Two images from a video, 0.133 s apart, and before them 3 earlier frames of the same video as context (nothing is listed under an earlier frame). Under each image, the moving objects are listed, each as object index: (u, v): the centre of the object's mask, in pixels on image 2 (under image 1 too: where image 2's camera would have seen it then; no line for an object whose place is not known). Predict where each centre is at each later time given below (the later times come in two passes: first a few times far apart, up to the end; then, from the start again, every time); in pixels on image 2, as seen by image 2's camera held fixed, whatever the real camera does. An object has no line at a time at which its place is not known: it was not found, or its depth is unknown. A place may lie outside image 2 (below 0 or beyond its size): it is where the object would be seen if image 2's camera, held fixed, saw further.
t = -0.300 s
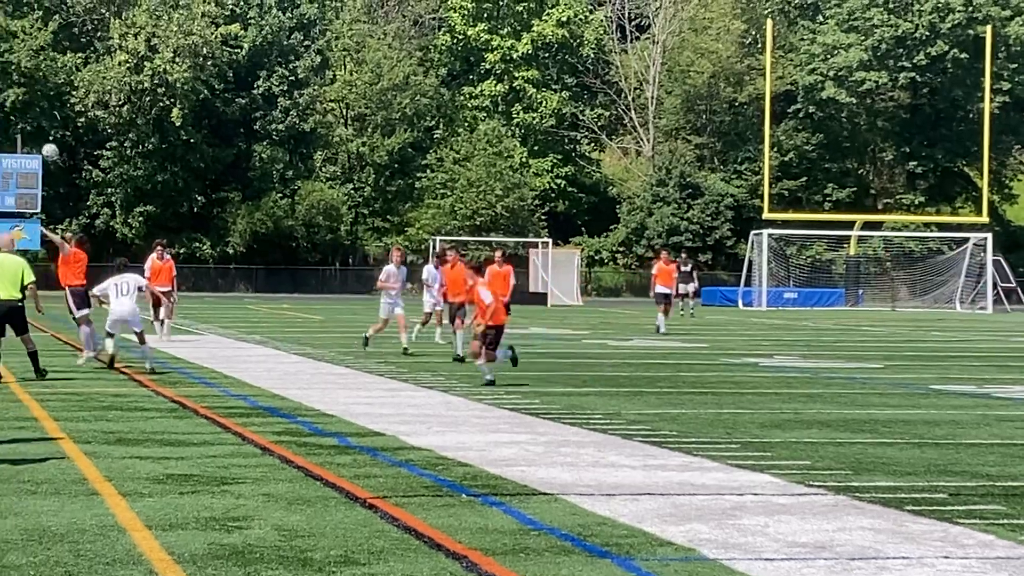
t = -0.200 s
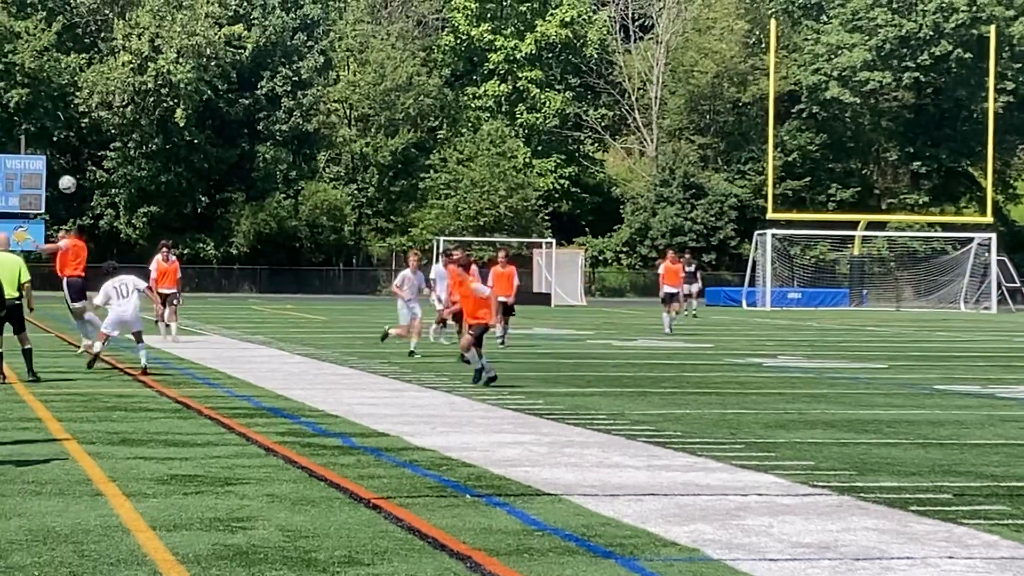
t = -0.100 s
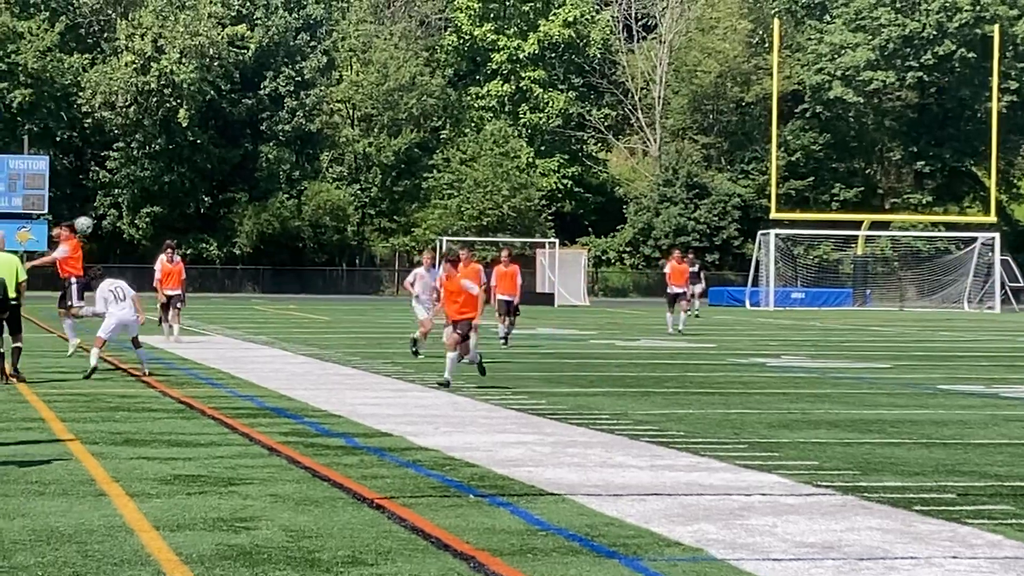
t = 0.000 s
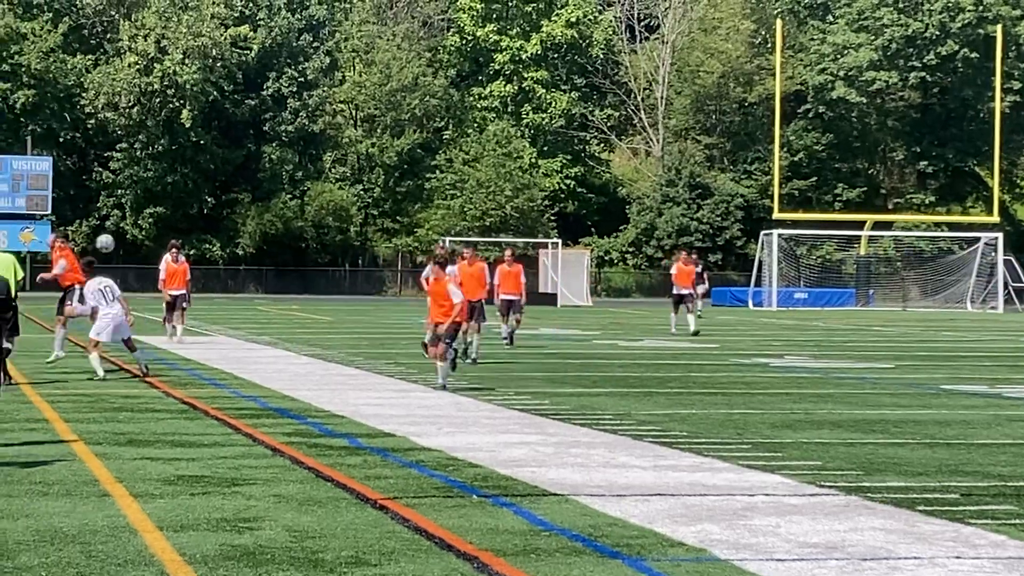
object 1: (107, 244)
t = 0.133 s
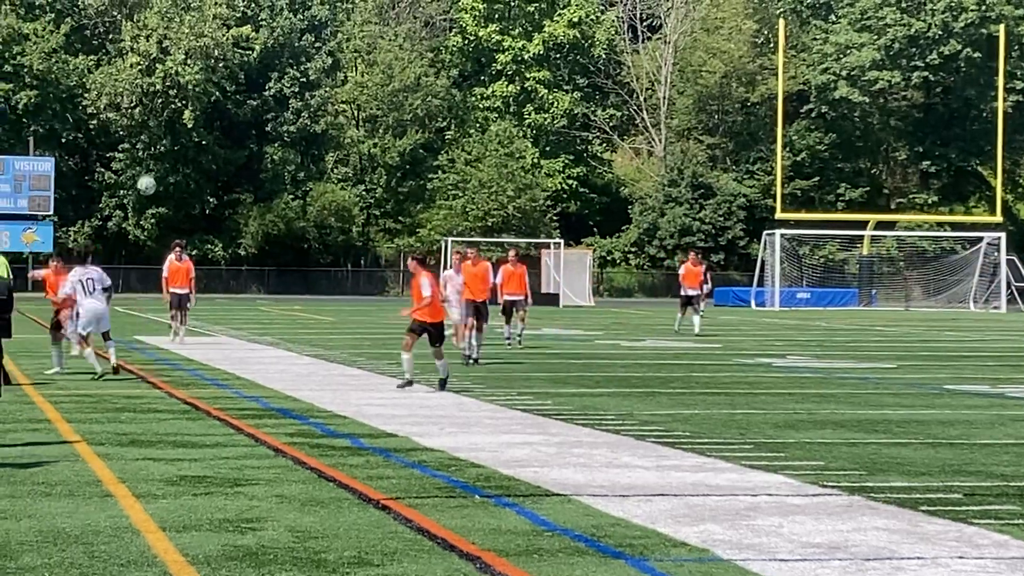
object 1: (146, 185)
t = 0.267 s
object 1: (187, 140)
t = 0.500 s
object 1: (263, 95)
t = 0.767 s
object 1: (355, 101)
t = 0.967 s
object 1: (428, 151)
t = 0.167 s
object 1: (156, 172)
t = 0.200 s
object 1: (166, 160)
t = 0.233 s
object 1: (177, 149)
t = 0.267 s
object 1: (187, 140)
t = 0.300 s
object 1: (197, 131)
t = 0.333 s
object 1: (208, 122)
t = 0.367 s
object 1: (219, 115)
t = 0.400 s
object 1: (230, 108)
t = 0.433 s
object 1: (240, 103)
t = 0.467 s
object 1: (252, 98)
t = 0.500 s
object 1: (263, 95)
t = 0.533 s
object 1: (274, 92)
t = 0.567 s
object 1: (286, 90)
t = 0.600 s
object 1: (297, 90)
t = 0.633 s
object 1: (308, 90)
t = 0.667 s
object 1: (320, 89)
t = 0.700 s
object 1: (332, 93)
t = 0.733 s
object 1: (344, 95)
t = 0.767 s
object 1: (355, 101)
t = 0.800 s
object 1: (366, 107)
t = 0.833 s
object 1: (379, 113)
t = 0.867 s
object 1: (391, 121)
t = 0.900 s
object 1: (403, 129)
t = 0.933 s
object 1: (416, 140)
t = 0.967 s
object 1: (428, 151)
